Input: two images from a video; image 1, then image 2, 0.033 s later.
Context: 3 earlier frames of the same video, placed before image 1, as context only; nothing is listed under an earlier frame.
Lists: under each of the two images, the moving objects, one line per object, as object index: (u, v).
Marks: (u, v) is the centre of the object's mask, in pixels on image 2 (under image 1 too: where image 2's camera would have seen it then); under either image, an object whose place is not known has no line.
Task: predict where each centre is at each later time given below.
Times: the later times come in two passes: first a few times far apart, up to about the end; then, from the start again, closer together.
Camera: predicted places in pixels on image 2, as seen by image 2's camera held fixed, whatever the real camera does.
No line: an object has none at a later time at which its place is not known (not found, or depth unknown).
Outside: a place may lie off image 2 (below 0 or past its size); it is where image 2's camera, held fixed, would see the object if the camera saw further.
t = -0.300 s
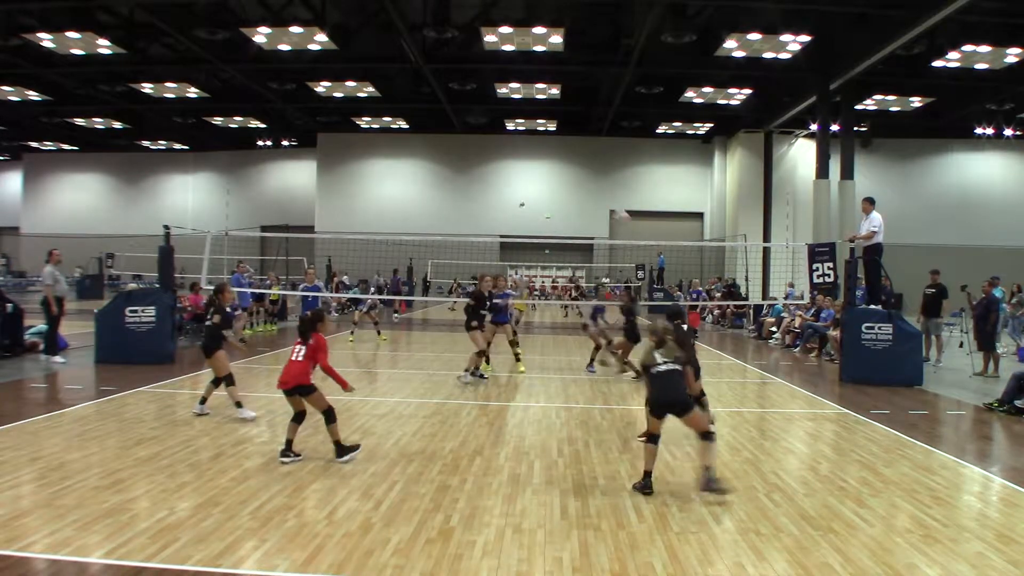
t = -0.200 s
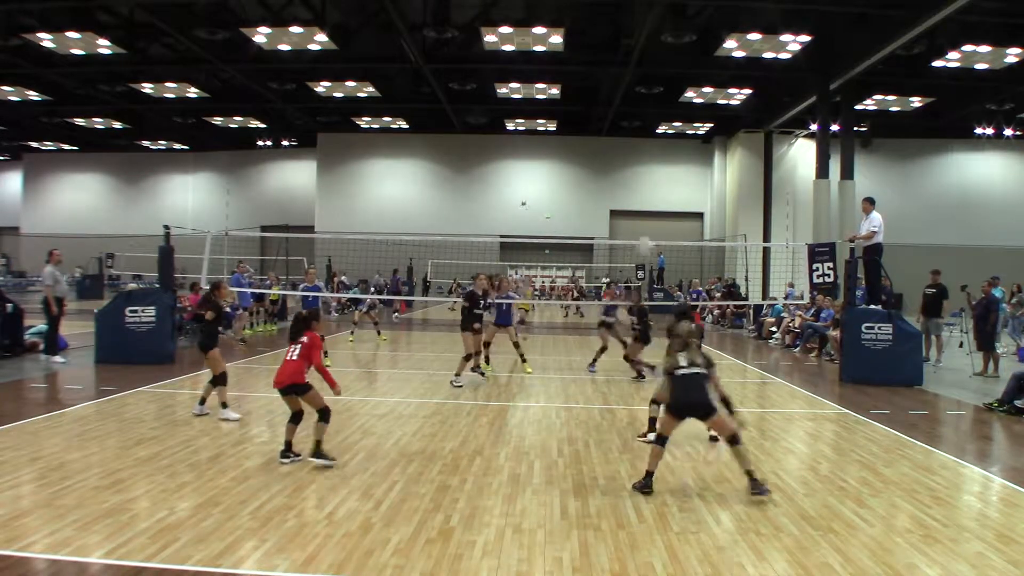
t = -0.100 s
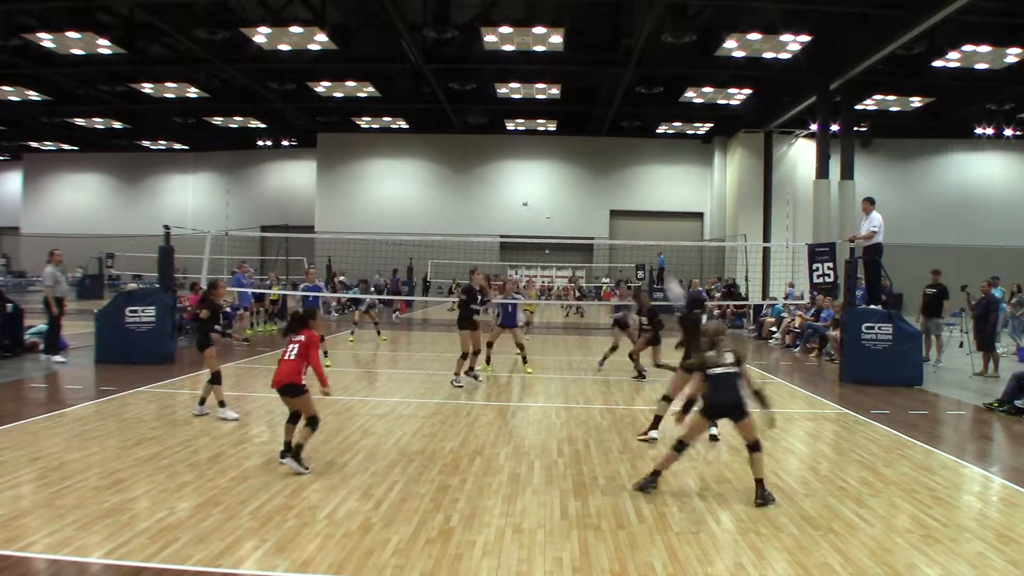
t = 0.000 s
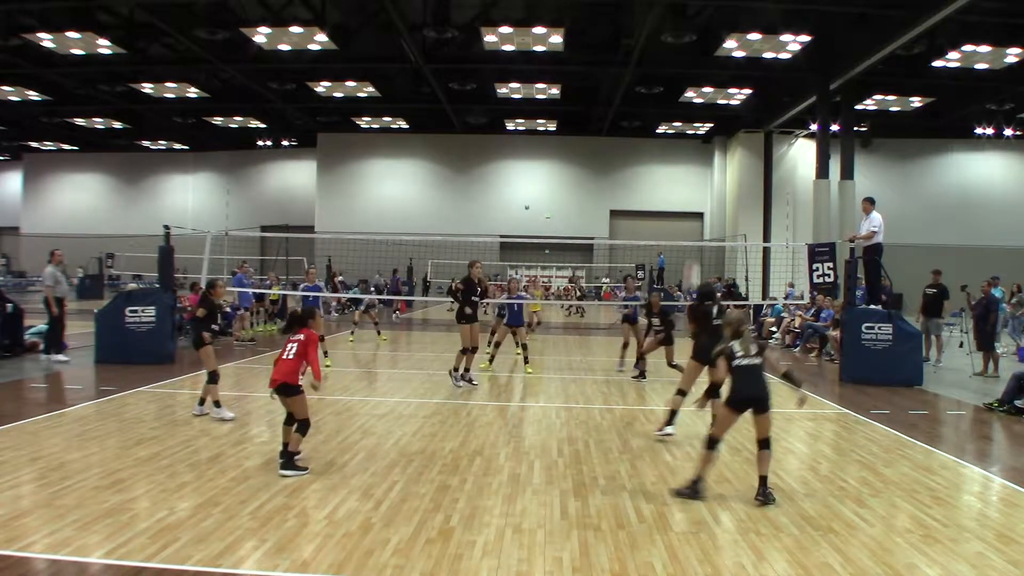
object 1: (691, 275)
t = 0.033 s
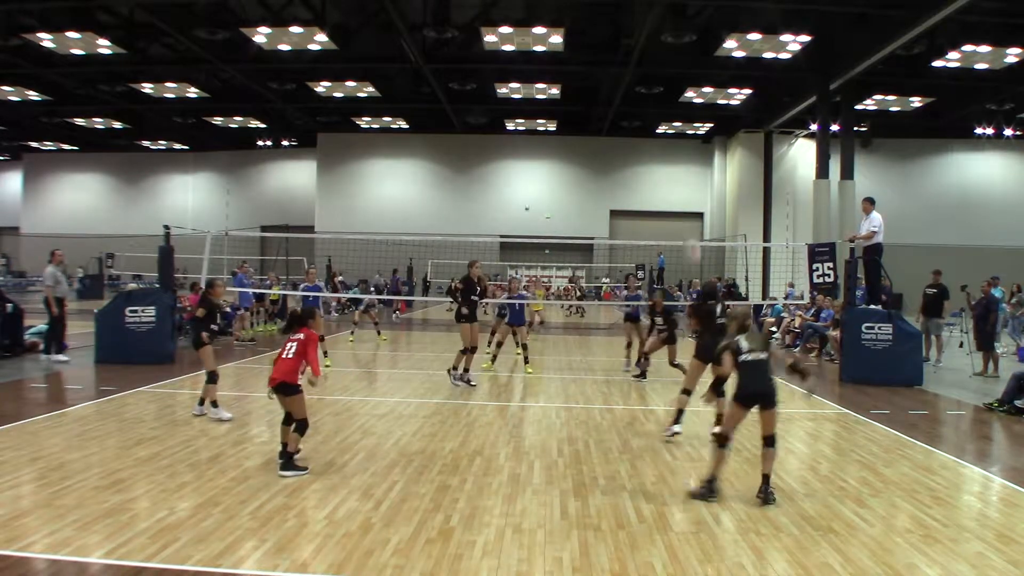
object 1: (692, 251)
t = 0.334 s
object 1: (693, 78)
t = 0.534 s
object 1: (691, 23)
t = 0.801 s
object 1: (688, 4)
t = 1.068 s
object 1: (684, 29)
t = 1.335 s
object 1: (679, 100)
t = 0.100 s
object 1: (692, 204)
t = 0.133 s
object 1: (692, 181)
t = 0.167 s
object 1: (693, 156)
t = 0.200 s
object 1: (694, 142)
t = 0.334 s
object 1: (693, 78)
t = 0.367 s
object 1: (692, 65)
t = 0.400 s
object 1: (692, 54)
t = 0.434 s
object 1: (692, 46)
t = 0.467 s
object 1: (691, 38)
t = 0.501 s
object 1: (691, 31)
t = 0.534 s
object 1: (691, 23)
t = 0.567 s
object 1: (691, 16)
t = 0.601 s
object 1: (690, 13)
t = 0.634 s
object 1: (689, 9)
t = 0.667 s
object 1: (690, 7)
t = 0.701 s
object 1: (689, 5)
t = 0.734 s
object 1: (689, 4)
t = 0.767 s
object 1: (688, 4)
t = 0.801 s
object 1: (688, 4)
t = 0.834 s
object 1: (687, 5)
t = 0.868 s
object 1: (687, 5)
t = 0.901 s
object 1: (686, 7)
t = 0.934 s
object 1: (686, 9)
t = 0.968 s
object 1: (685, 13)
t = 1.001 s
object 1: (685, 17)
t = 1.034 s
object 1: (684, 23)
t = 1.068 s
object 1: (684, 29)
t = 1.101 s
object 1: (683, 35)
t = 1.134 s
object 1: (683, 42)
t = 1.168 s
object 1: (682, 51)
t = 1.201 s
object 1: (682, 59)
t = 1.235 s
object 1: (681, 69)
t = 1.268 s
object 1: (681, 79)
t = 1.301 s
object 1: (680, 88)
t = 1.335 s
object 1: (679, 100)
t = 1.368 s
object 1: (679, 111)
